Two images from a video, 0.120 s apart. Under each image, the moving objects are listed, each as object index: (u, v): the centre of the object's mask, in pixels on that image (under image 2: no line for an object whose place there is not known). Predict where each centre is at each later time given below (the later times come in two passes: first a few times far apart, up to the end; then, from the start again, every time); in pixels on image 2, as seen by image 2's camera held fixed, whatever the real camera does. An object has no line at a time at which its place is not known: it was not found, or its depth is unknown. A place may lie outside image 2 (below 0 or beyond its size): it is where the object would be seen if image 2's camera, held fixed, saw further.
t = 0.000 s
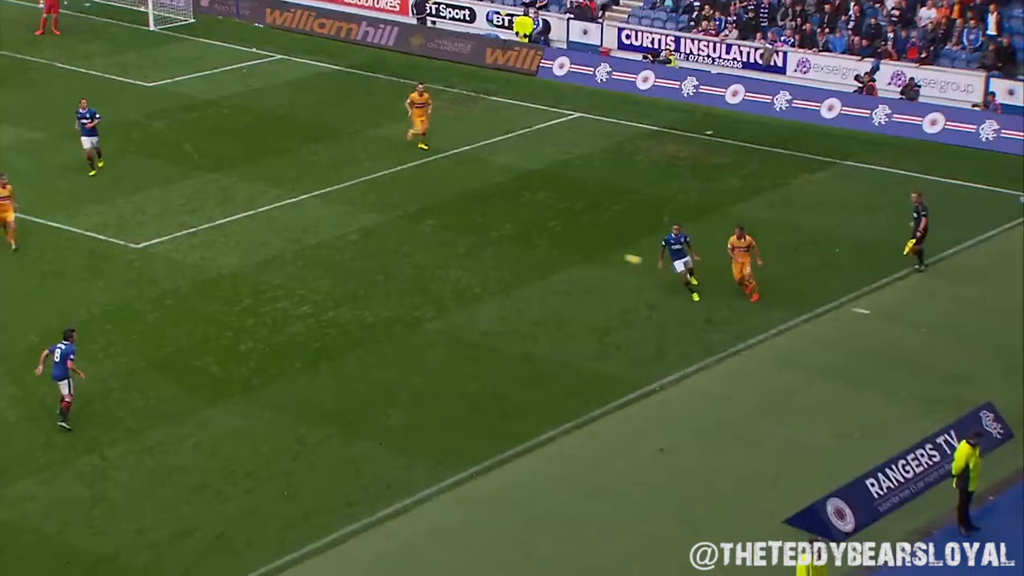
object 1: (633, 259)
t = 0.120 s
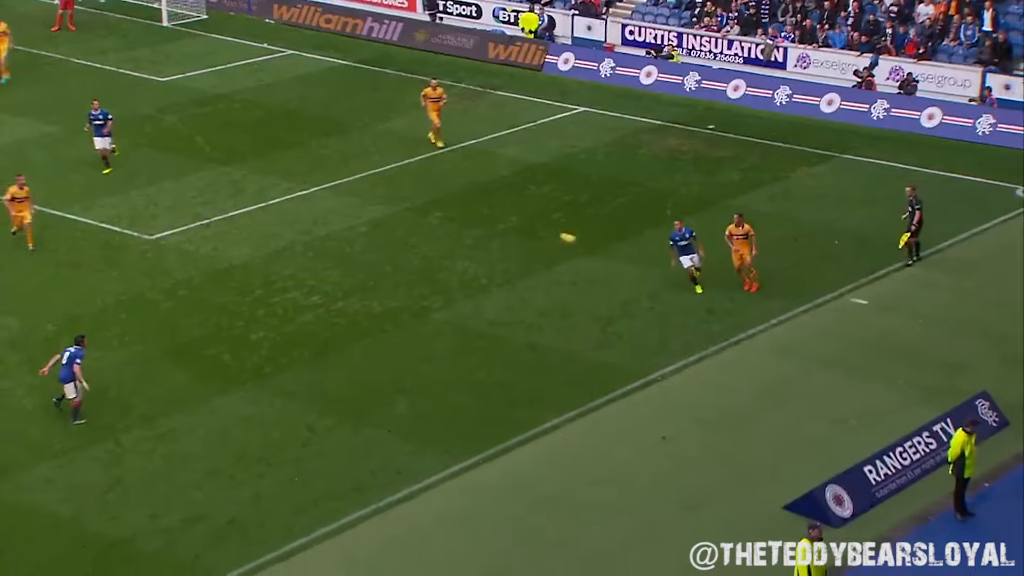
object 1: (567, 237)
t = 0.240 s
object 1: (499, 229)
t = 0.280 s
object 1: (476, 227)
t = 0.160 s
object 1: (545, 234)
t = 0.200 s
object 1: (522, 231)
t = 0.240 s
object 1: (499, 229)
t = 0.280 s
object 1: (476, 227)
